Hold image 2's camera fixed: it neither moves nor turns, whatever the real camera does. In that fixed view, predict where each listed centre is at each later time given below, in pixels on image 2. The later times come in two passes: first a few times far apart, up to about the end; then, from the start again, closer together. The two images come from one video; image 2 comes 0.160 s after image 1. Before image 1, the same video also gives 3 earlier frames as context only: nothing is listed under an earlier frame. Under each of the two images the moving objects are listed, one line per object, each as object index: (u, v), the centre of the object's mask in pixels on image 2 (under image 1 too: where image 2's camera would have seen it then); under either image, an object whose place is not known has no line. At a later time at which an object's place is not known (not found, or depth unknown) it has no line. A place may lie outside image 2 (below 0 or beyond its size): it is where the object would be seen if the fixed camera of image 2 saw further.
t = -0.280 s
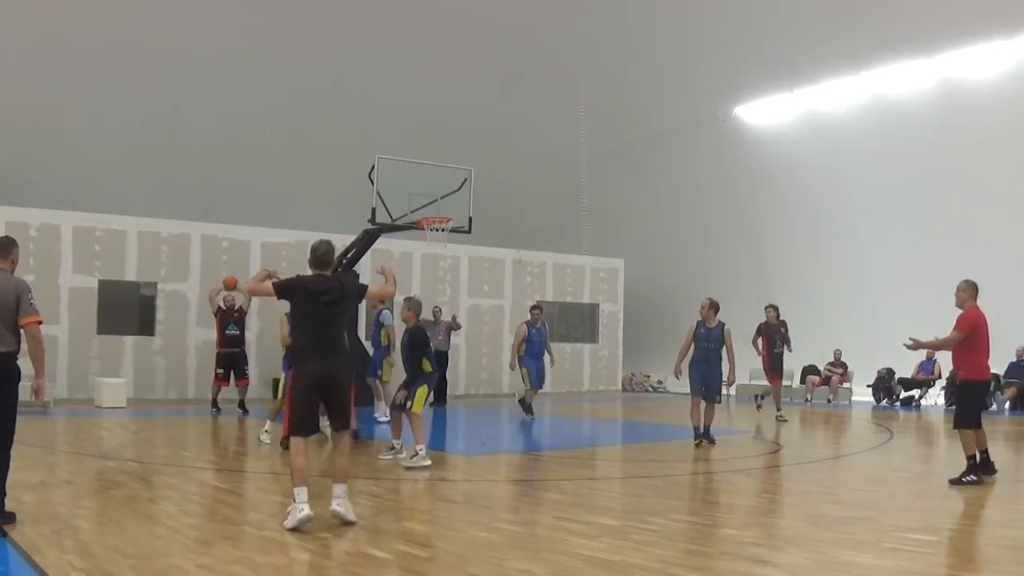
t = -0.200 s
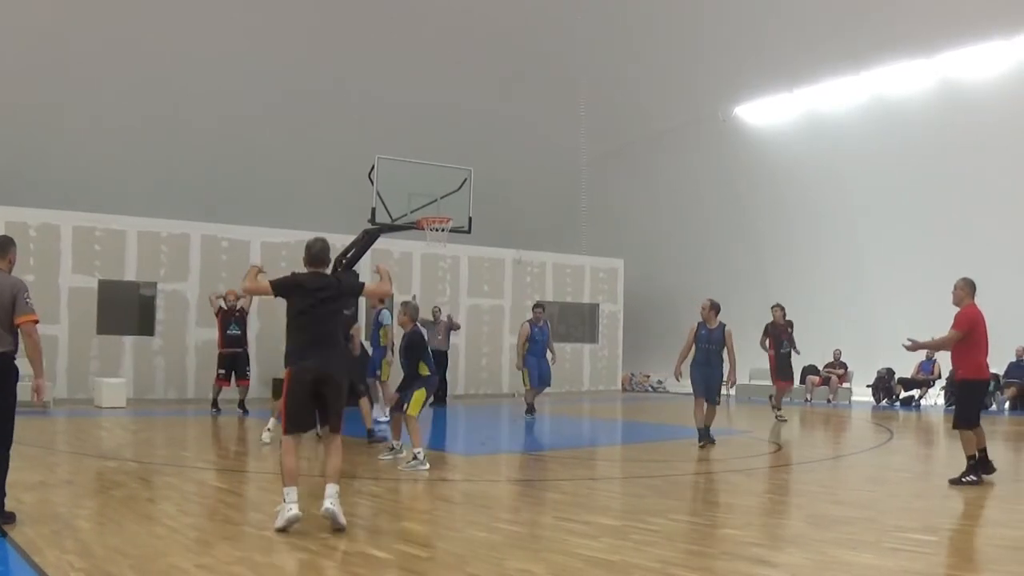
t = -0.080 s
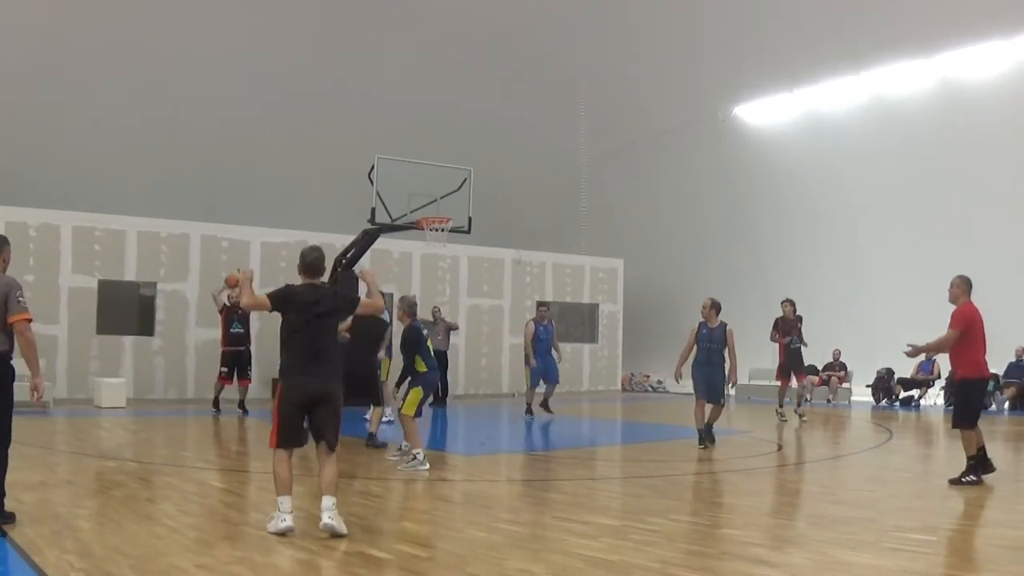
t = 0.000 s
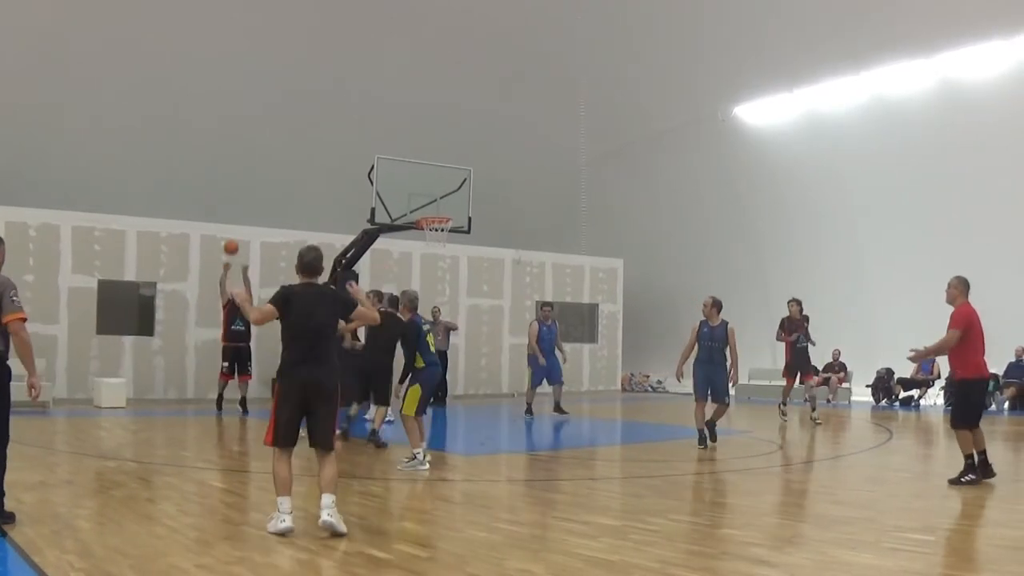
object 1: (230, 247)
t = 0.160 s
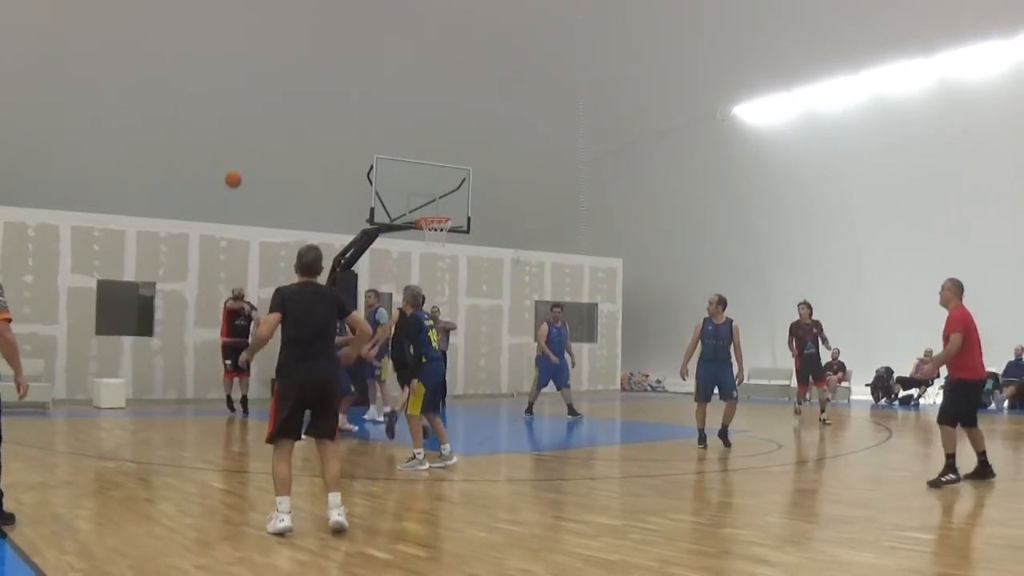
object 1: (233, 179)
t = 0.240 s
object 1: (235, 149)
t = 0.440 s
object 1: (241, 84)
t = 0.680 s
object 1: (248, 30)
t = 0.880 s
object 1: (251, 16)
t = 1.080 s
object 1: (254, 45)
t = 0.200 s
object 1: (234, 164)
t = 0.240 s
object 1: (235, 149)
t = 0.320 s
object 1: (237, 121)
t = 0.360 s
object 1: (239, 108)
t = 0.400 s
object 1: (240, 94)
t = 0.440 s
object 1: (241, 84)
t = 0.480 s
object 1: (243, 73)
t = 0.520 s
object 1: (244, 62)
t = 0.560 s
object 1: (245, 52)
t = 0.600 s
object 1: (246, 44)
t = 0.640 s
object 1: (247, 37)
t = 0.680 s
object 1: (248, 30)
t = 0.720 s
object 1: (248, 24)
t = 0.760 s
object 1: (249, 20)
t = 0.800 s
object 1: (250, 17)
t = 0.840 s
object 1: (250, 15)
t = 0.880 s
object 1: (251, 16)
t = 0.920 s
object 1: (252, 17)
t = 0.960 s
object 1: (252, 21)
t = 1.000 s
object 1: (254, 26)
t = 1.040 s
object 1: (253, 34)
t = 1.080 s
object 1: (254, 45)
